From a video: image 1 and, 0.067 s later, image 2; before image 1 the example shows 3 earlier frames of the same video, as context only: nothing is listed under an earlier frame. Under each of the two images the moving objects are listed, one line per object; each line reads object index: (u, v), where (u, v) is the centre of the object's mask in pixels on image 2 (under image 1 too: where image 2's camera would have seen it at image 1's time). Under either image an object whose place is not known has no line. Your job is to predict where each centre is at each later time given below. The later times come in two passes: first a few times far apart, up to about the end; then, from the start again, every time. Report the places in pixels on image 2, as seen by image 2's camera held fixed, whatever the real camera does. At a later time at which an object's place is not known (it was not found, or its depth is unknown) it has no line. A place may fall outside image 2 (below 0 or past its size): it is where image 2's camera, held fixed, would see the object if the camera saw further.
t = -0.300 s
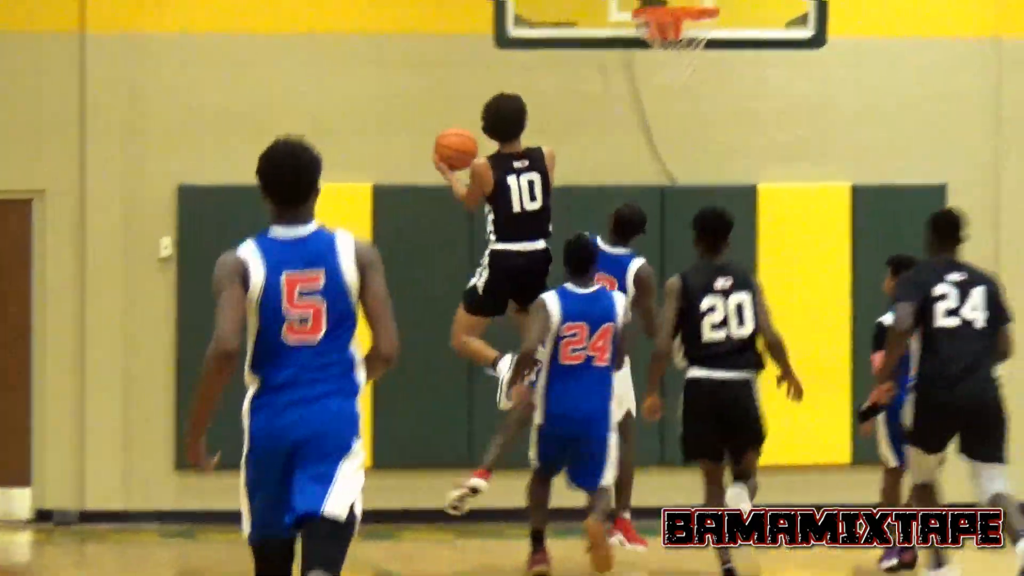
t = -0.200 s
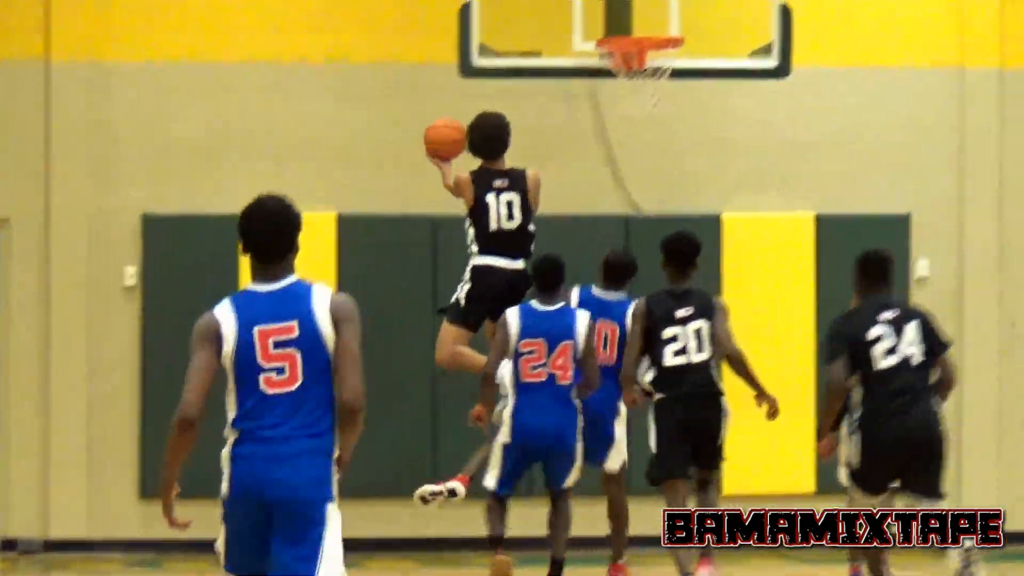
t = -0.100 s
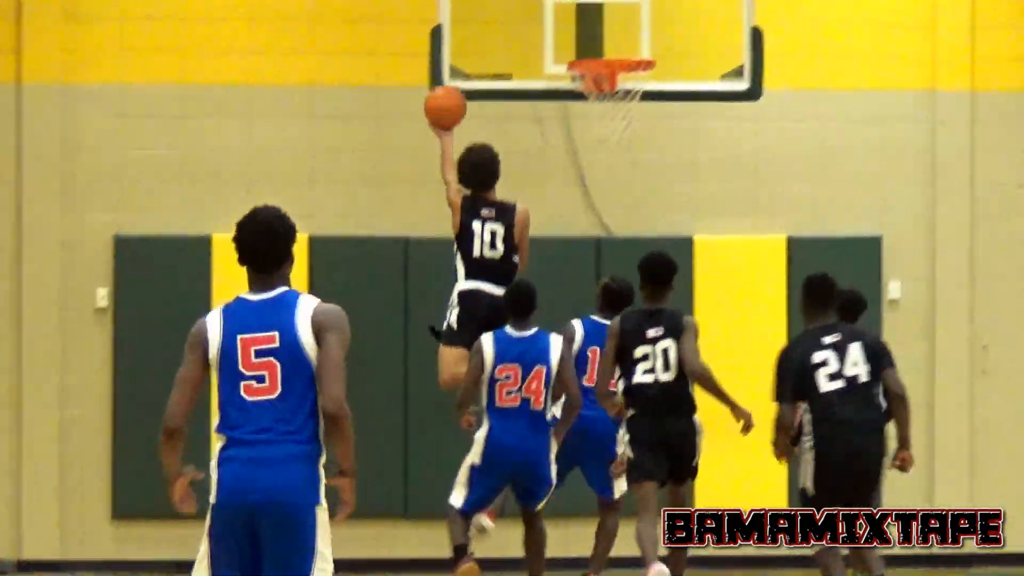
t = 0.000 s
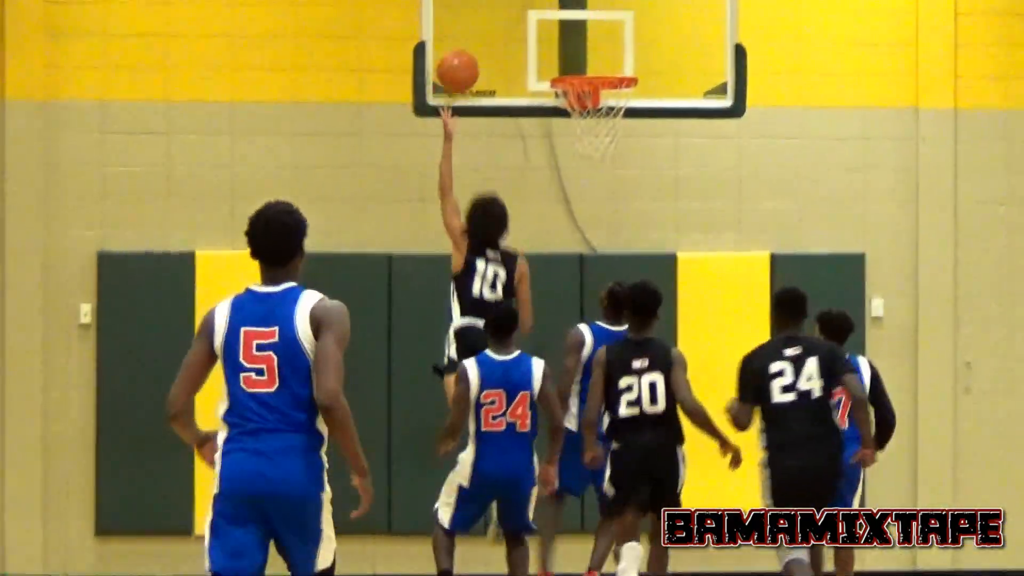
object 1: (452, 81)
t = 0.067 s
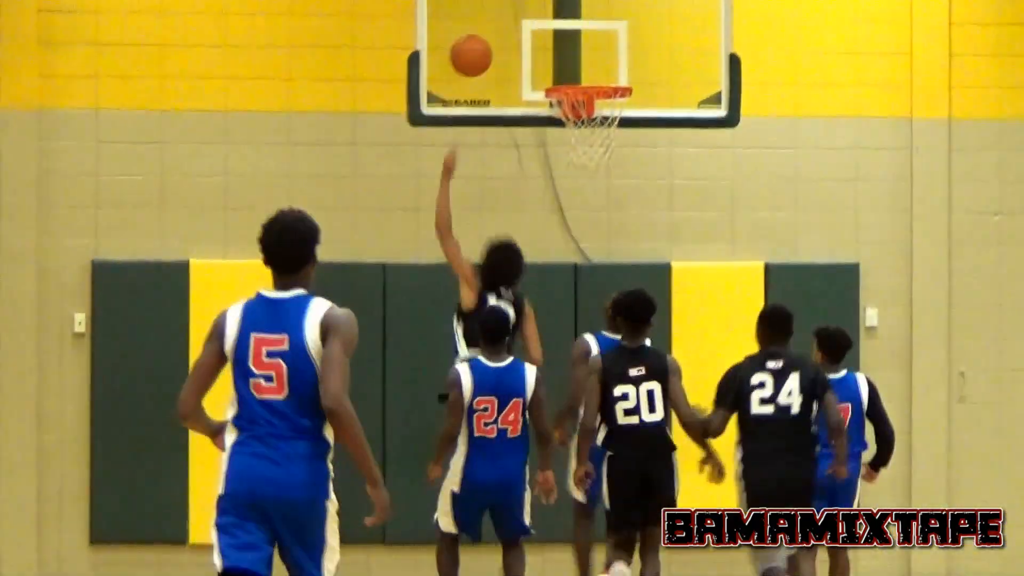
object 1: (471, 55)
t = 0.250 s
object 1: (517, 28)
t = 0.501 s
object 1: (576, 61)
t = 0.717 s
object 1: (602, 70)
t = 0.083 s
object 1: (475, 51)
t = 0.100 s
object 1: (479, 46)
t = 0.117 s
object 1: (484, 42)
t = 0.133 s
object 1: (488, 38)
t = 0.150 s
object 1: (492, 35)
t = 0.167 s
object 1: (496, 32)
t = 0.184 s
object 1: (500, 31)
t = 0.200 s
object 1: (504, 28)
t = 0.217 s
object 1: (509, 28)
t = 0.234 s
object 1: (513, 28)
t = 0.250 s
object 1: (517, 28)
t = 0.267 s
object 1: (522, 28)
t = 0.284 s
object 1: (526, 29)
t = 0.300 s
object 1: (531, 30)
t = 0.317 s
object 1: (535, 31)
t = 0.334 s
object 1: (539, 34)
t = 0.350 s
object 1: (544, 37)
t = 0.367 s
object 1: (548, 40)
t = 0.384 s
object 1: (552, 44)
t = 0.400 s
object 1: (557, 47)
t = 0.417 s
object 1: (560, 52)
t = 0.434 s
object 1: (565, 57)
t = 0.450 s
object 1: (569, 62)
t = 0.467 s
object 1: (573, 65)
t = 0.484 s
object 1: (574, 63)
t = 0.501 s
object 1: (576, 61)
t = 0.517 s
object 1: (578, 58)
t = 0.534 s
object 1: (581, 57)
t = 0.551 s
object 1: (583, 56)
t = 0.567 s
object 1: (584, 56)
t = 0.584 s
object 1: (587, 55)
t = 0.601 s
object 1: (588, 56)
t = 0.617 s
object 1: (590, 58)
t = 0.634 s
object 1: (592, 60)
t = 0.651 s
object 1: (594, 61)
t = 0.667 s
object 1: (596, 63)
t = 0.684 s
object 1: (598, 66)
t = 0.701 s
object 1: (601, 68)
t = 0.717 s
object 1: (602, 70)
